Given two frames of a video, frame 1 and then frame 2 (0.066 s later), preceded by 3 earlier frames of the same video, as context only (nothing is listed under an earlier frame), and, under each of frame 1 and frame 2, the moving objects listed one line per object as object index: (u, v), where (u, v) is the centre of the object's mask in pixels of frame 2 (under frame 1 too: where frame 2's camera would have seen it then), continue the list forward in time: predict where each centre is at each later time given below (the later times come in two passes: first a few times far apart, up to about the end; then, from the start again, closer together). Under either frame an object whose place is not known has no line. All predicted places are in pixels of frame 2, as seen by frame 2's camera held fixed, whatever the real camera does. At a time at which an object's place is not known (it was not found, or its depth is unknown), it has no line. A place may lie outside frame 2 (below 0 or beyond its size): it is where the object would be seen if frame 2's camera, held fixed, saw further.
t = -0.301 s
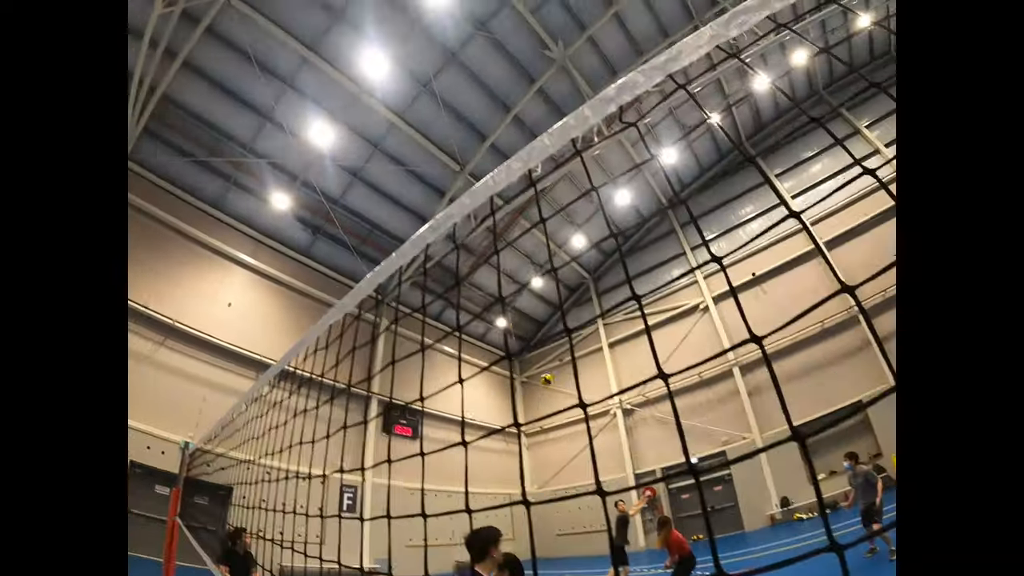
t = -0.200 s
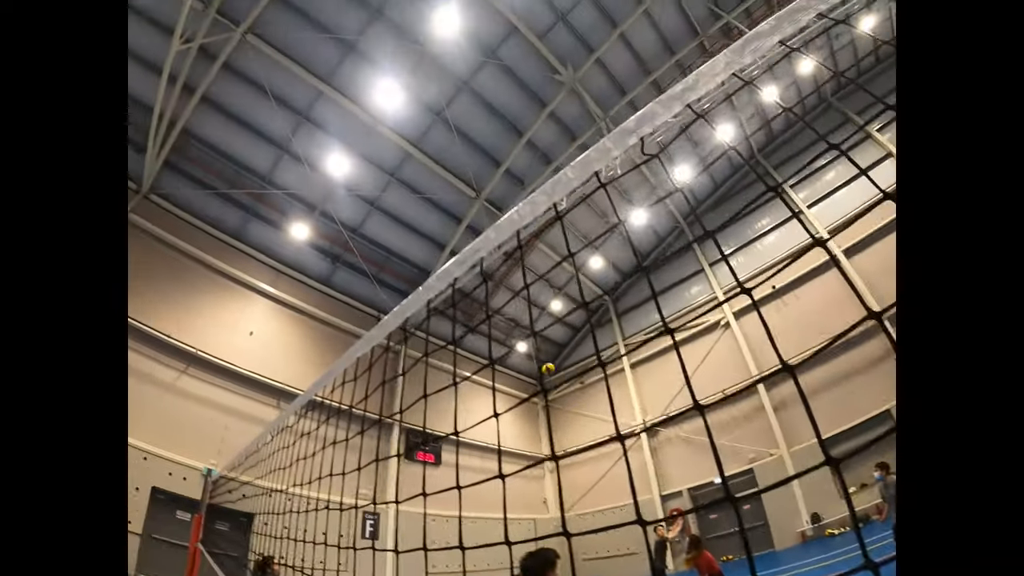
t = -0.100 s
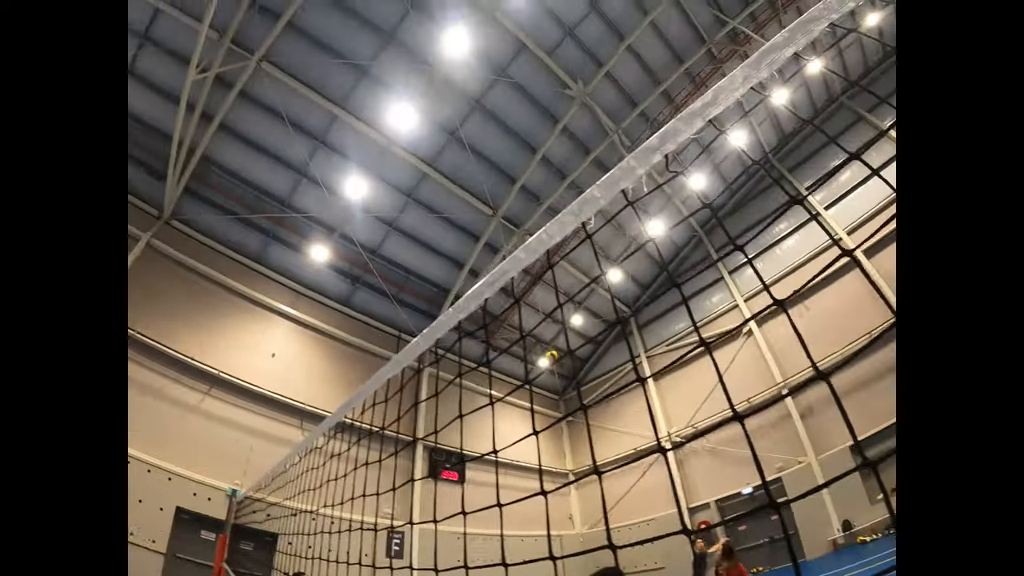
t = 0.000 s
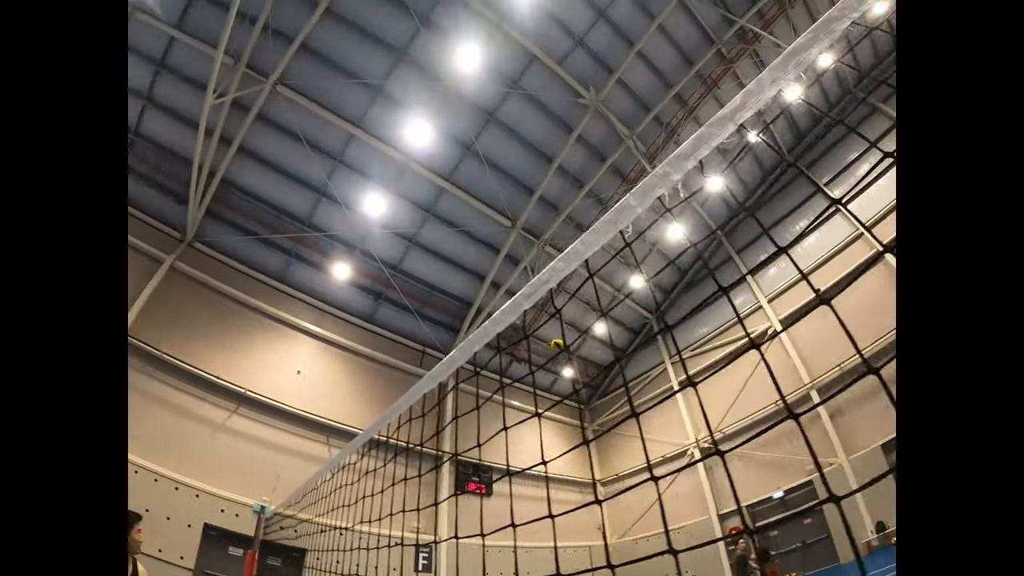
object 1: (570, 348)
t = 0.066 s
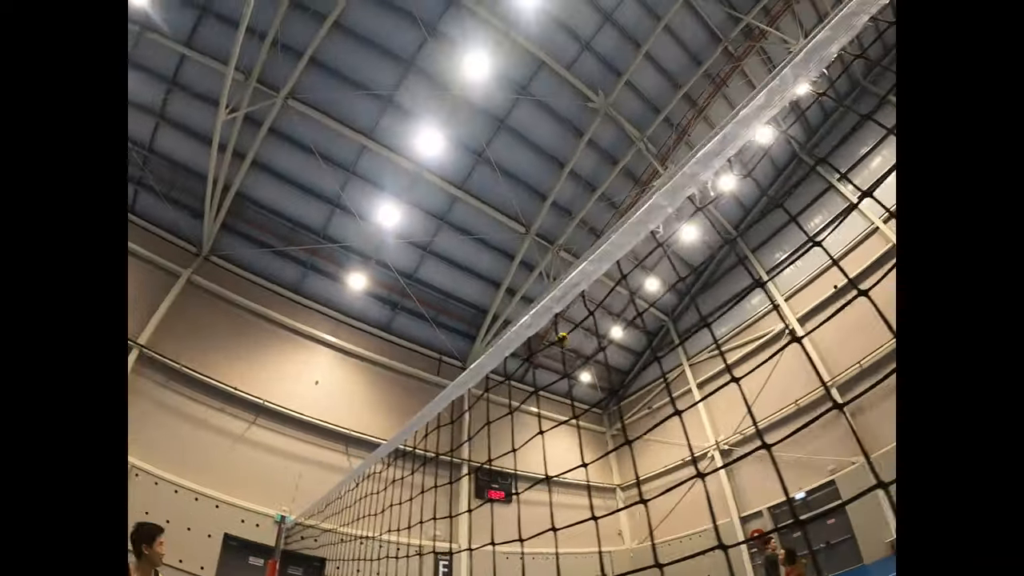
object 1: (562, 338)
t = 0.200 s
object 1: (540, 323)
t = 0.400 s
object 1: (509, 314)
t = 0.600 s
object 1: (476, 319)
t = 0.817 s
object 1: (434, 344)
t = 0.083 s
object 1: (559, 336)
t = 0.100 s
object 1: (557, 333)
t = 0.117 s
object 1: (555, 331)
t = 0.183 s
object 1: (542, 322)
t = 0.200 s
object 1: (540, 323)
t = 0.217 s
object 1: (539, 322)
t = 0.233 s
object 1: (537, 321)
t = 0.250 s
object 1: (534, 319)
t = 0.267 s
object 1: (531, 318)
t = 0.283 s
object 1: (529, 317)
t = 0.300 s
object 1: (526, 317)
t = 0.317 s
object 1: (523, 316)
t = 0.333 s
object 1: (521, 316)
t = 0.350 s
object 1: (517, 315)
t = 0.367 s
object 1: (515, 315)
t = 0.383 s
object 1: (512, 314)
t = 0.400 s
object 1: (509, 314)
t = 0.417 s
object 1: (507, 314)
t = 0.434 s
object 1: (505, 314)
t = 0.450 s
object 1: (502, 314)
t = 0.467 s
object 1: (498, 314)
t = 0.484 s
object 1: (496, 314)
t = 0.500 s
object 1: (494, 314)
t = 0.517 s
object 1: (491, 314)
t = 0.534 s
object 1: (487, 315)
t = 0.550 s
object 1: (480, 316)
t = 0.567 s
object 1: (481, 317)
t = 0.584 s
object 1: (478, 318)
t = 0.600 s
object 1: (476, 319)
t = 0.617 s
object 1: (473, 319)
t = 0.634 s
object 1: (471, 320)
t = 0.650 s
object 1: (467, 321)
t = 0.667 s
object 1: (465, 322)
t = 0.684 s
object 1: (461, 326)
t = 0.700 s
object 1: (457, 327)
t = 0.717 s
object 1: (455, 329)
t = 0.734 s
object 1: (452, 331)
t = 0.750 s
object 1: (448, 333)
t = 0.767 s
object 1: (445, 336)
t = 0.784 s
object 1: (442, 338)
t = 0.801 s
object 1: (438, 341)
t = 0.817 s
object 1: (434, 344)
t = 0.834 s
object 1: (430, 348)
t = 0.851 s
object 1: (427, 351)
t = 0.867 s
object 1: (422, 355)
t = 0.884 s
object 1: (419, 359)
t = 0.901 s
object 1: (414, 364)
